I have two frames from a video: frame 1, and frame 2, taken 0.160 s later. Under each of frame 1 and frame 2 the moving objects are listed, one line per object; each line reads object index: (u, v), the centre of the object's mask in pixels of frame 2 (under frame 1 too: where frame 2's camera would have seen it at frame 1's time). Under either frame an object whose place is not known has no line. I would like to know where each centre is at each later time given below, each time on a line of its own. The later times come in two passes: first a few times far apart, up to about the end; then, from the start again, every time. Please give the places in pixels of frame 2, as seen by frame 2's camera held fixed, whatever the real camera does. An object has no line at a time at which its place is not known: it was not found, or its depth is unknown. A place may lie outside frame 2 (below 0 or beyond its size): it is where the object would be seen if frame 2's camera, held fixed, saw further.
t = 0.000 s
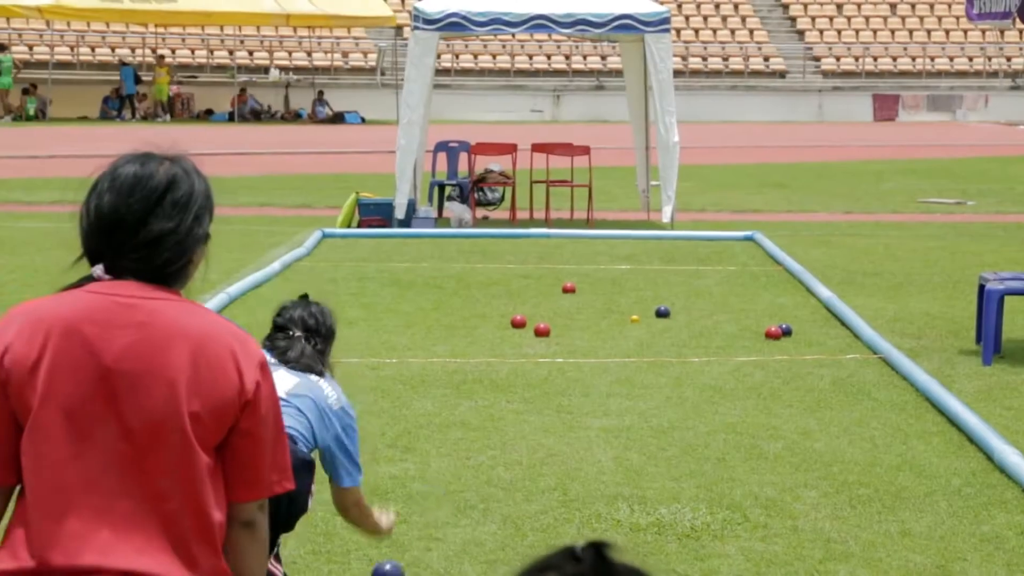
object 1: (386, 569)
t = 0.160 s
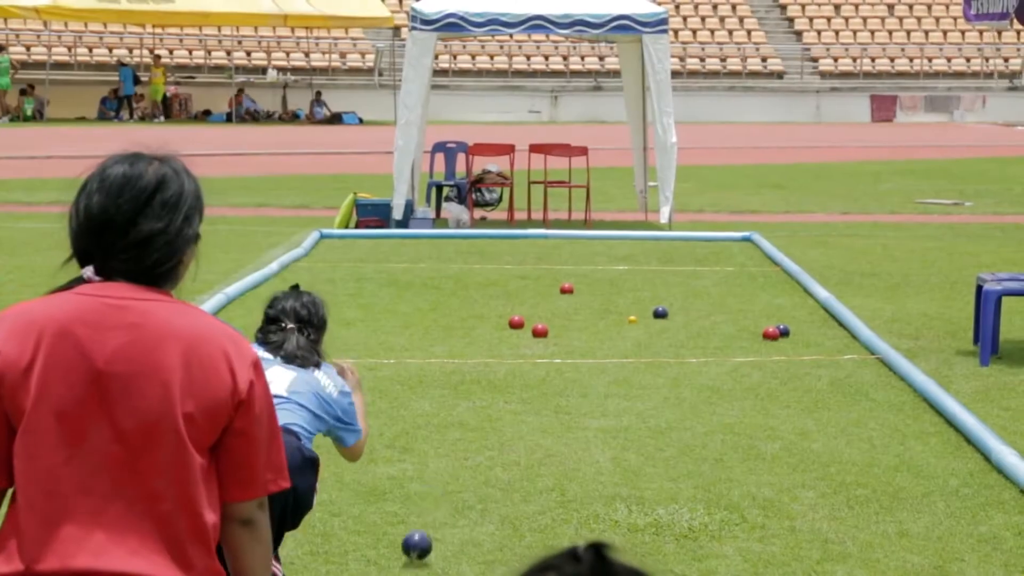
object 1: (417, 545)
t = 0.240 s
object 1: (426, 510)
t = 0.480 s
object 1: (446, 477)
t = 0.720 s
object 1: (460, 446)
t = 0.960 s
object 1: (471, 415)
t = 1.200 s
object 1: (476, 393)
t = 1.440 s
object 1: (480, 375)
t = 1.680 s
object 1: (485, 360)
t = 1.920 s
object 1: (489, 346)
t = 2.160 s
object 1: (492, 335)
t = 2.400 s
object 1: (493, 327)
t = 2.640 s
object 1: (494, 320)
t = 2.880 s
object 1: (494, 315)
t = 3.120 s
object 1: (495, 312)
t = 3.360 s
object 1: (497, 307)
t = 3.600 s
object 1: (500, 305)
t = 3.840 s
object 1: (502, 304)
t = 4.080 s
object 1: (503, 304)
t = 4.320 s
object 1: (502, 303)
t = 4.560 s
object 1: (501, 304)
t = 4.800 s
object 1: (502, 303)
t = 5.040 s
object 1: (503, 304)
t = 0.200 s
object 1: (421, 525)
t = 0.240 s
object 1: (426, 510)
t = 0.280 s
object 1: (430, 500)
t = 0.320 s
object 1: (433, 496)
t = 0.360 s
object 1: (436, 496)
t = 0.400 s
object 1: (440, 499)
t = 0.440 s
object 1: (442, 488)
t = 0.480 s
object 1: (446, 477)
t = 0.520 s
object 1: (448, 470)
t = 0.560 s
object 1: (451, 467)
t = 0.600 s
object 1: (454, 463)
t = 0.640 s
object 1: (456, 455)
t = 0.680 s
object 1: (458, 449)
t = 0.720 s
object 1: (460, 446)
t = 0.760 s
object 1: (463, 439)
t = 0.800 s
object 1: (465, 434)
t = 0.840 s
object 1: (466, 431)
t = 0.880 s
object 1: (468, 424)
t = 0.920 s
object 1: (470, 418)
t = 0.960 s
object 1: (471, 415)
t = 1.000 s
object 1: (472, 413)
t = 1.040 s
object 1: (473, 407)
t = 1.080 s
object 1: (474, 403)
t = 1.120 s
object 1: (475, 401)
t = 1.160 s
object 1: (476, 396)
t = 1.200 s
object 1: (476, 393)
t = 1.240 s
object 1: (477, 389)
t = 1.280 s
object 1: (477, 385)
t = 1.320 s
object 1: (478, 383)
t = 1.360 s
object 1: (478, 379)
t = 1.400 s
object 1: (479, 376)
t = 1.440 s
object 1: (480, 375)
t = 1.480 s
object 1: (481, 371)
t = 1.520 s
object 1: (482, 368)
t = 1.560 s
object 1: (483, 367)
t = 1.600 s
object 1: (483, 364)
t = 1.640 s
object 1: (484, 361)
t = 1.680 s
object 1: (485, 360)
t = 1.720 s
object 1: (486, 356)
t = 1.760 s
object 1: (487, 353)
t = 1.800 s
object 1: (487, 352)
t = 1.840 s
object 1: (488, 350)
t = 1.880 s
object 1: (488, 347)
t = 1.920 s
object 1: (489, 346)
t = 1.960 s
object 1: (489, 344)
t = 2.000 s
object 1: (490, 343)
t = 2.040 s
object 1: (490, 341)
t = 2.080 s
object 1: (491, 338)
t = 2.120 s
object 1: (491, 337)
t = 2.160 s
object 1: (492, 335)
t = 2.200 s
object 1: (492, 333)
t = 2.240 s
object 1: (492, 332)
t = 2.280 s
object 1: (492, 331)
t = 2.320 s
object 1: (492, 329)
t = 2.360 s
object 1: (493, 329)
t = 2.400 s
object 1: (493, 327)
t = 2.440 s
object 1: (493, 326)
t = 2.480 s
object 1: (494, 325)
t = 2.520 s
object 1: (494, 324)
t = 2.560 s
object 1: (494, 322)
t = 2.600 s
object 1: (494, 320)
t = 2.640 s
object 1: (494, 320)
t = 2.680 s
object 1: (494, 320)
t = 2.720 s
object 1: (494, 318)
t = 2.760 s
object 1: (494, 317)
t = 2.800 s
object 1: (494, 317)
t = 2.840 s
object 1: (494, 316)
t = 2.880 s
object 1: (494, 315)
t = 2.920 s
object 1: (494, 314)
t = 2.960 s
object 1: (494, 314)
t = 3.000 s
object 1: (494, 313)
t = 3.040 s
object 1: (494, 312)
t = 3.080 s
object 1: (494, 313)
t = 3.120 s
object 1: (495, 312)
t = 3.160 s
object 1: (495, 311)
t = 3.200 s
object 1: (495, 310)
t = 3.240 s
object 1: (496, 309)
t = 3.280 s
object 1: (496, 309)
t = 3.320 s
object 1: (496, 308)
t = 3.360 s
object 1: (497, 307)
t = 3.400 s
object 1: (497, 307)
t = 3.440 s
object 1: (498, 307)
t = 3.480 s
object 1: (499, 307)
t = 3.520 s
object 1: (499, 306)
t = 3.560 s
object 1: (499, 306)
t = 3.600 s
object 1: (500, 305)
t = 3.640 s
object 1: (500, 305)
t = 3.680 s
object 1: (500, 305)
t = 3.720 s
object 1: (501, 304)
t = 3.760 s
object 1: (501, 304)
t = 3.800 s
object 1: (502, 304)
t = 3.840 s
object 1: (502, 304)
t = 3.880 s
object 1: (502, 304)
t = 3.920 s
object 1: (503, 304)
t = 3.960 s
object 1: (503, 304)
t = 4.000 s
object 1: (503, 304)
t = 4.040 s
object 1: (503, 304)
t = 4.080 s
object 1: (503, 304)
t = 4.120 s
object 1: (504, 303)
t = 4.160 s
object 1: (503, 303)
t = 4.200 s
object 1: (503, 303)
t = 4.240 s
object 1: (503, 303)
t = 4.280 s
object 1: (503, 303)
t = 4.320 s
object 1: (502, 303)
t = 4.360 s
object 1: (502, 303)
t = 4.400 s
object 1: (501, 304)
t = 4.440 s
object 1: (501, 304)
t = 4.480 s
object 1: (501, 304)
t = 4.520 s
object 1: (501, 304)
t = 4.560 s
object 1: (501, 304)
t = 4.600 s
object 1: (502, 304)
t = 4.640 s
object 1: (502, 303)
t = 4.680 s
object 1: (502, 304)
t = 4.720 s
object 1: (502, 304)
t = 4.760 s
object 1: (502, 303)
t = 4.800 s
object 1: (502, 303)
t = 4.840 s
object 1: (502, 303)
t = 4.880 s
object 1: (502, 303)
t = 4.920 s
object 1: (502, 303)
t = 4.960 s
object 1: (503, 303)
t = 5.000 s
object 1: (503, 304)
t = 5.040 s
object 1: (503, 304)
